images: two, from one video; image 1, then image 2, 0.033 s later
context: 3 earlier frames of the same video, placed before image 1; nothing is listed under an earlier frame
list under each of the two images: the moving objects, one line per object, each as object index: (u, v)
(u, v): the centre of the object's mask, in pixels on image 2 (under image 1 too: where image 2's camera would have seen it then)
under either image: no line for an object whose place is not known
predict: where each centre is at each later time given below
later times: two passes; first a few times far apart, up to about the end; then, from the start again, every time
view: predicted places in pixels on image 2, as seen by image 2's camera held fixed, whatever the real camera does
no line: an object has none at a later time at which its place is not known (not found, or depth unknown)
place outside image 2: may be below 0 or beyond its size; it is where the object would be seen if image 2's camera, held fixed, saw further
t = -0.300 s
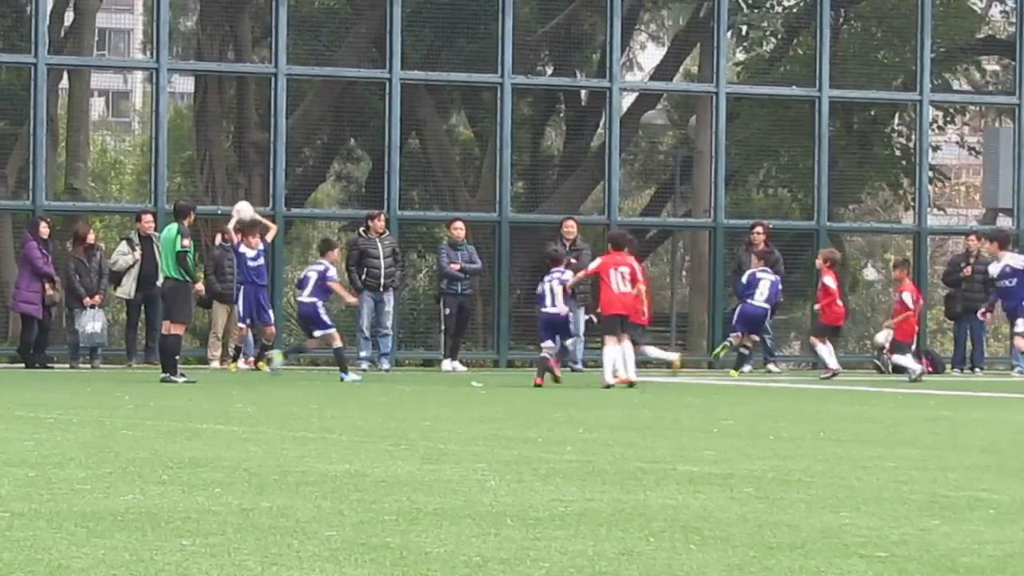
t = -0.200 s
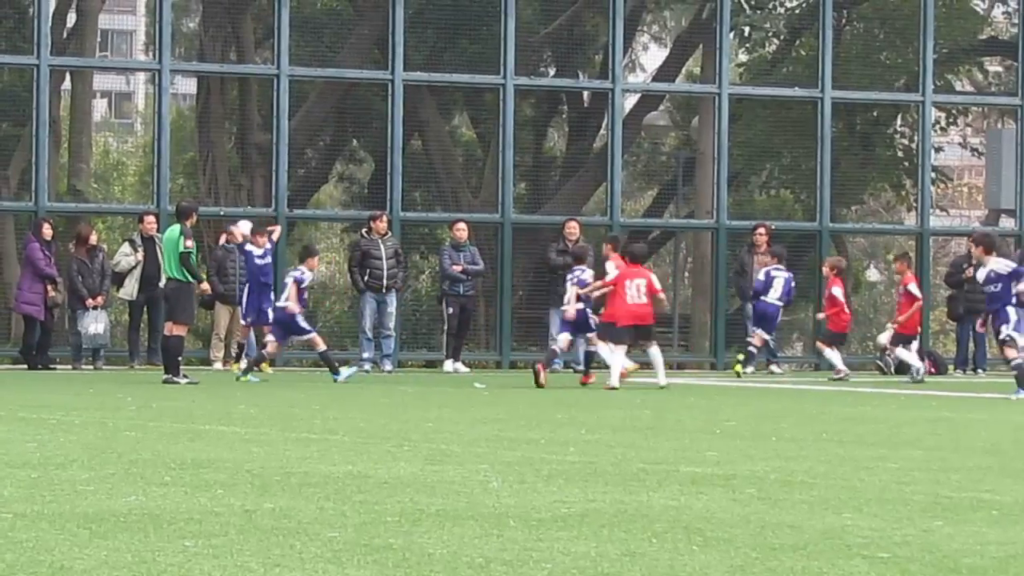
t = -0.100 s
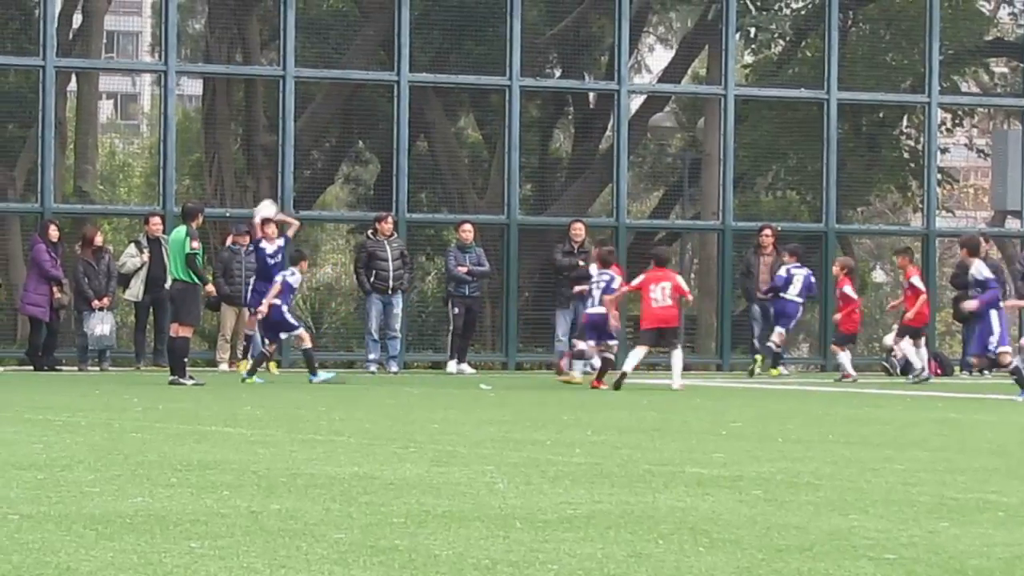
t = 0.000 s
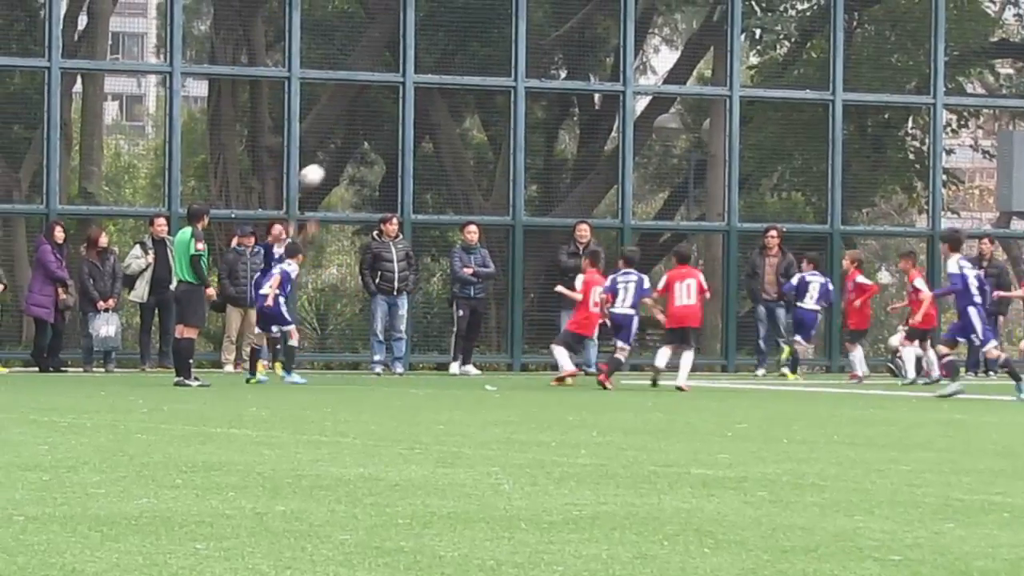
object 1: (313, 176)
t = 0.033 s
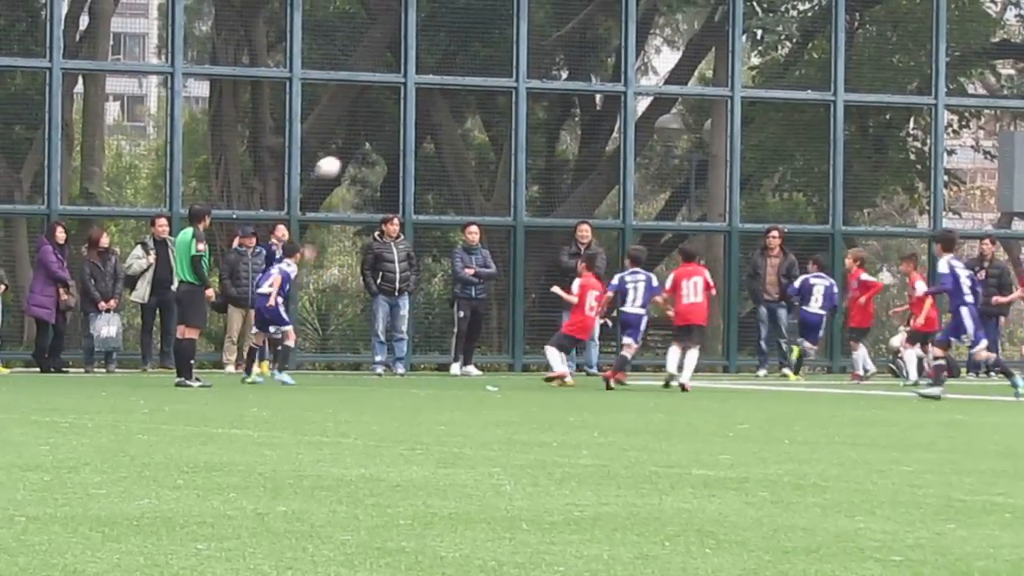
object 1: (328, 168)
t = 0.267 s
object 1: (440, 138)
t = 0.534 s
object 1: (575, 170)
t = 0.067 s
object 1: (344, 160)
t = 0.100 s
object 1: (359, 154)
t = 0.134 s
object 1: (375, 148)
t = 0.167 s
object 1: (391, 144)
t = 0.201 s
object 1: (407, 140)
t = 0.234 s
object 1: (425, 139)
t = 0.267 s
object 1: (440, 138)
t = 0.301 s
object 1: (457, 138)
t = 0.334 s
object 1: (474, 139)
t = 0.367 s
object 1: (490, 142)
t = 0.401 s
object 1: (507, 144)
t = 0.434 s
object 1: (524, 150)
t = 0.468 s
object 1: (541, 155)
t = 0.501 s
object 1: (558, 162)
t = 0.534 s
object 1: (575, 170)
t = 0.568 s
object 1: (594, 179)
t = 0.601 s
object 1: (611, 189)
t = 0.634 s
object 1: (629, 200)
